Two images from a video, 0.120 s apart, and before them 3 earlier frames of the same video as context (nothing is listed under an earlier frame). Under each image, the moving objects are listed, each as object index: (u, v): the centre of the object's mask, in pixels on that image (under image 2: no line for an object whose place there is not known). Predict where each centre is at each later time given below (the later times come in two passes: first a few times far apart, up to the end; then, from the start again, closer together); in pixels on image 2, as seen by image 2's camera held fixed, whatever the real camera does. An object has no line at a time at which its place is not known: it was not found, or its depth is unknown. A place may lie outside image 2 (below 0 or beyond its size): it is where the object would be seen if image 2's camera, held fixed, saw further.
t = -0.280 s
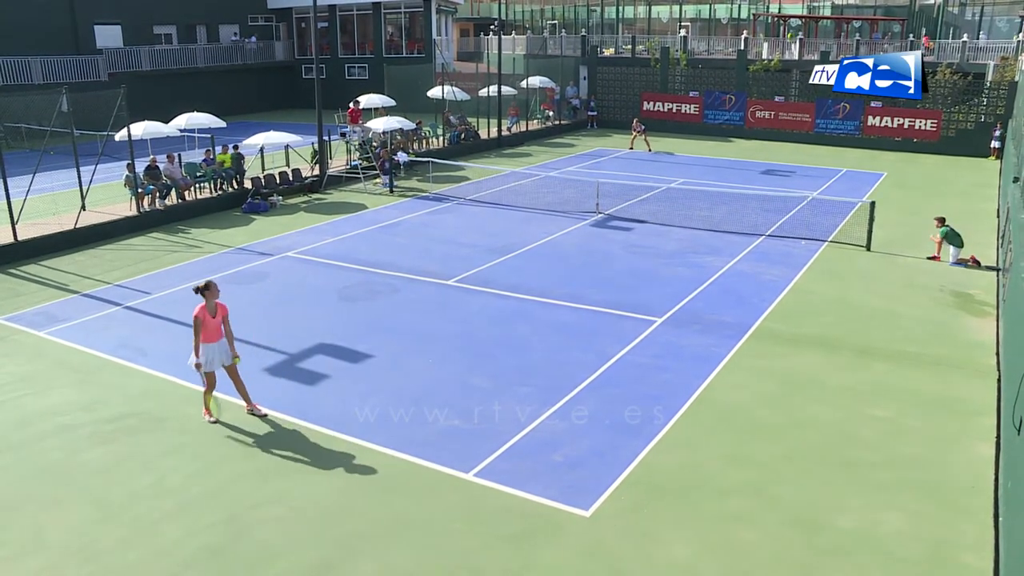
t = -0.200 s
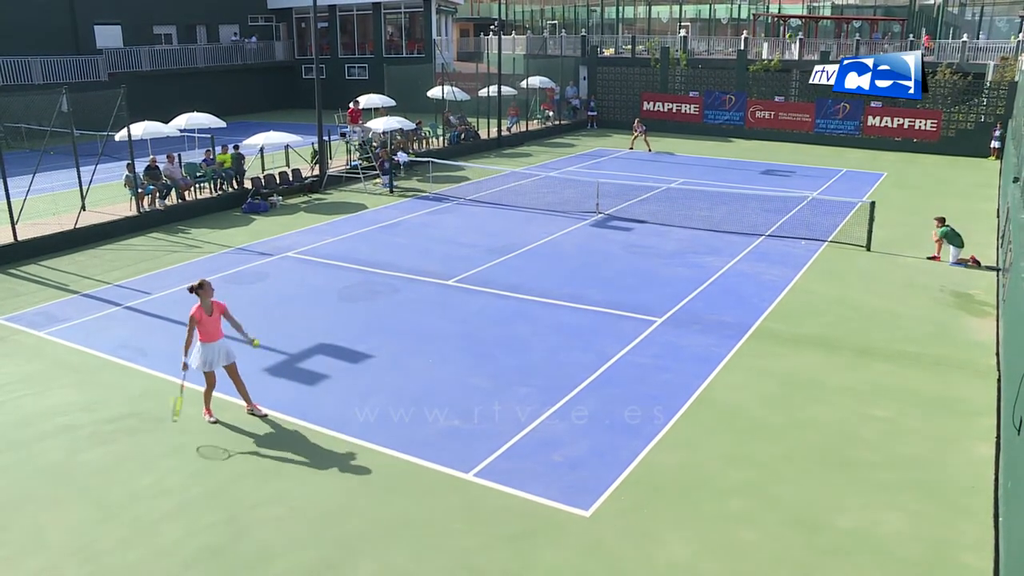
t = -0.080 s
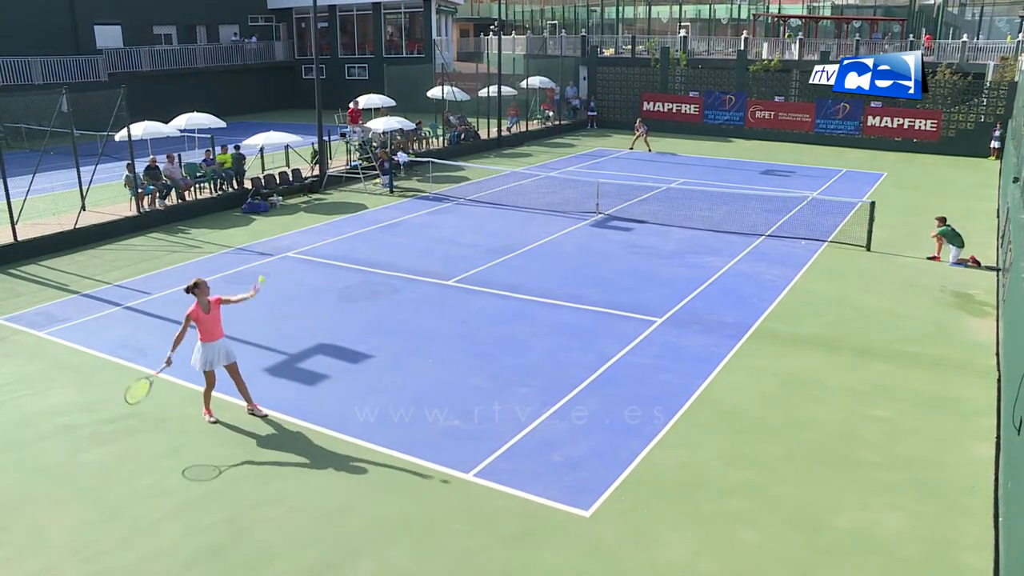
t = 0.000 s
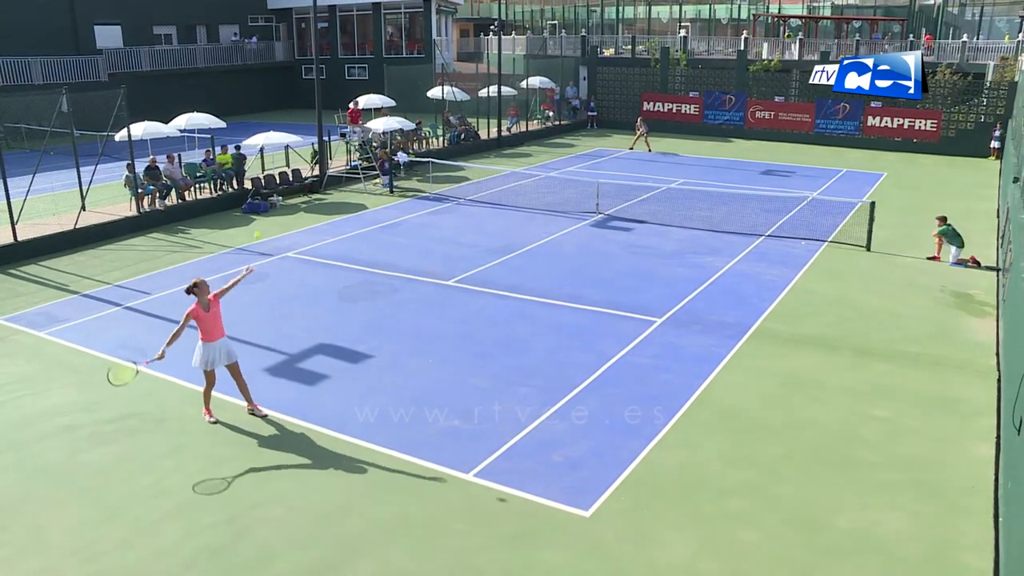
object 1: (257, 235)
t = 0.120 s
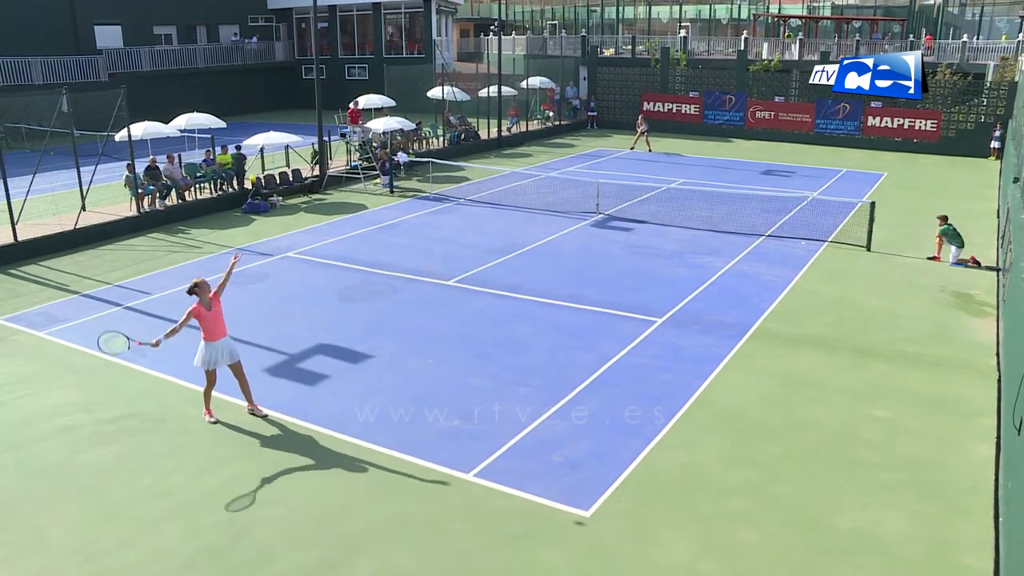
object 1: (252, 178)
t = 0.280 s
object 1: (247, 119)
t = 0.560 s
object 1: (245, 73)
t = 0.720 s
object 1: (245, 78)
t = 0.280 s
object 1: (247, 119)
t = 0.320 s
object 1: (246, 109)
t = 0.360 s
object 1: (246, 99)
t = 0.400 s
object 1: (245, 91)
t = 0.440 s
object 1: (245, 84)
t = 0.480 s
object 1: (245, 79)
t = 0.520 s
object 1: (245, 74)
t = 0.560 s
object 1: (245, 73)
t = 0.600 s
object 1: (244, 72)
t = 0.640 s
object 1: (245, 73)
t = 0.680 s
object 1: (245, 75)
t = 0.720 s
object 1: (245, 78)
